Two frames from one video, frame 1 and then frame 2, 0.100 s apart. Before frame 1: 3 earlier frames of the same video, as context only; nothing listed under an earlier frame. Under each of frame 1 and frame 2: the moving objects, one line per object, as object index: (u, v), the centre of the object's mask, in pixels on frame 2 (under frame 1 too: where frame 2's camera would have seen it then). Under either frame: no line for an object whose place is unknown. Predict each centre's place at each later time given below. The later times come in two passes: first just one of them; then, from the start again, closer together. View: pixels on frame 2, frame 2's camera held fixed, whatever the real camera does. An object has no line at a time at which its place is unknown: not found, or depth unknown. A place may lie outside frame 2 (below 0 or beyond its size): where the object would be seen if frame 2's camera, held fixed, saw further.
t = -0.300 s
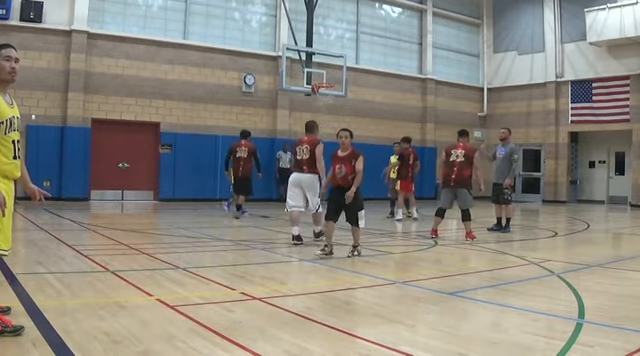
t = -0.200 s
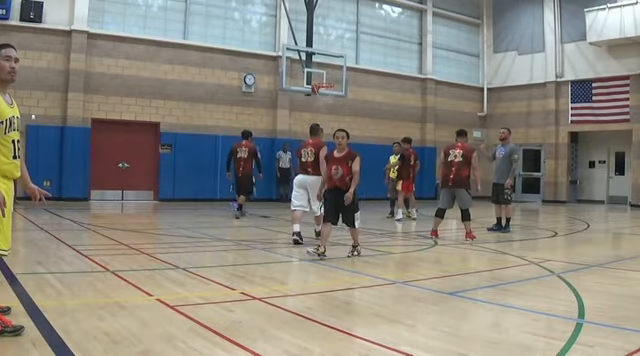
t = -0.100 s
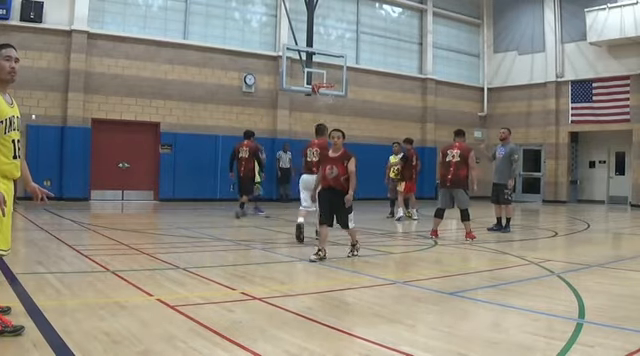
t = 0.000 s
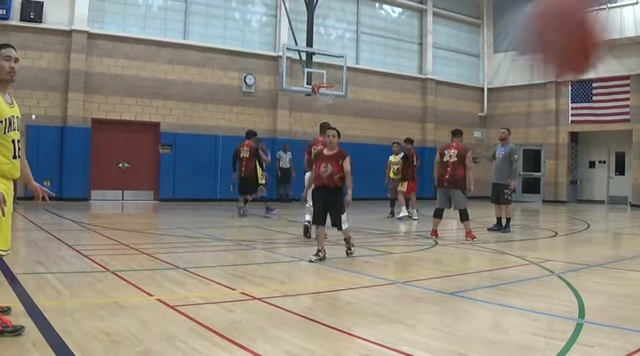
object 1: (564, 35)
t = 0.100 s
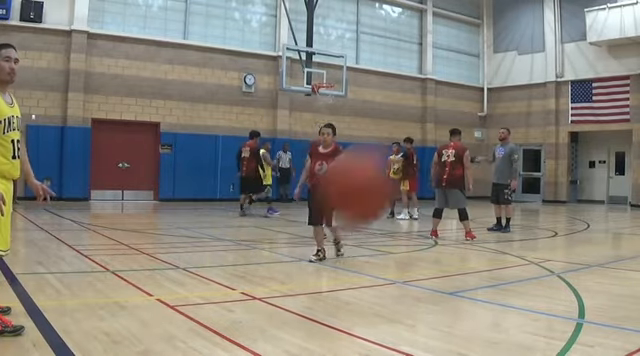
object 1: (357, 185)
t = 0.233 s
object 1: (186, 340)
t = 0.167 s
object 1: (259, 272)
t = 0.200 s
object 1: (219, 311)
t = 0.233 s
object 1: (186, 340)
